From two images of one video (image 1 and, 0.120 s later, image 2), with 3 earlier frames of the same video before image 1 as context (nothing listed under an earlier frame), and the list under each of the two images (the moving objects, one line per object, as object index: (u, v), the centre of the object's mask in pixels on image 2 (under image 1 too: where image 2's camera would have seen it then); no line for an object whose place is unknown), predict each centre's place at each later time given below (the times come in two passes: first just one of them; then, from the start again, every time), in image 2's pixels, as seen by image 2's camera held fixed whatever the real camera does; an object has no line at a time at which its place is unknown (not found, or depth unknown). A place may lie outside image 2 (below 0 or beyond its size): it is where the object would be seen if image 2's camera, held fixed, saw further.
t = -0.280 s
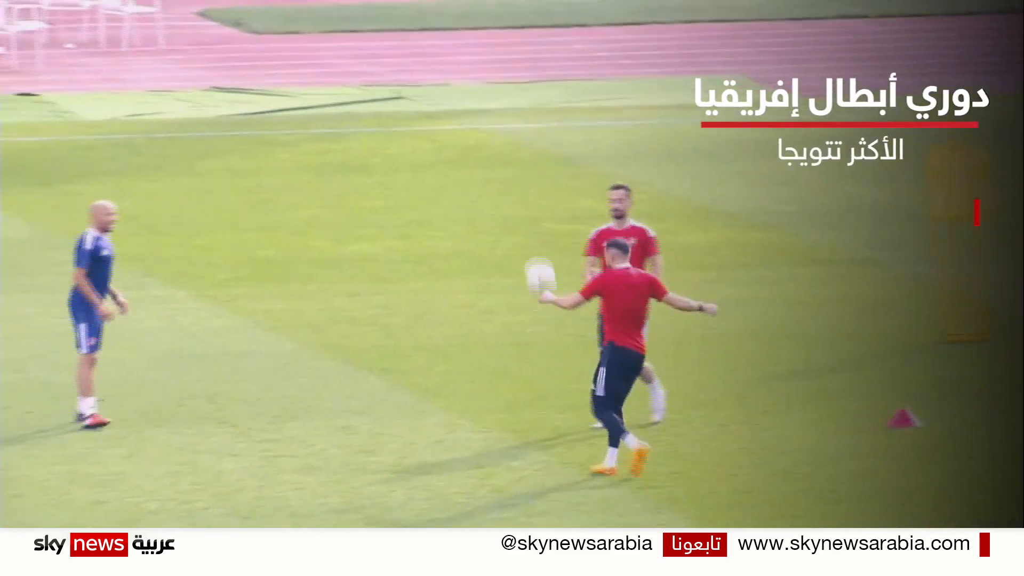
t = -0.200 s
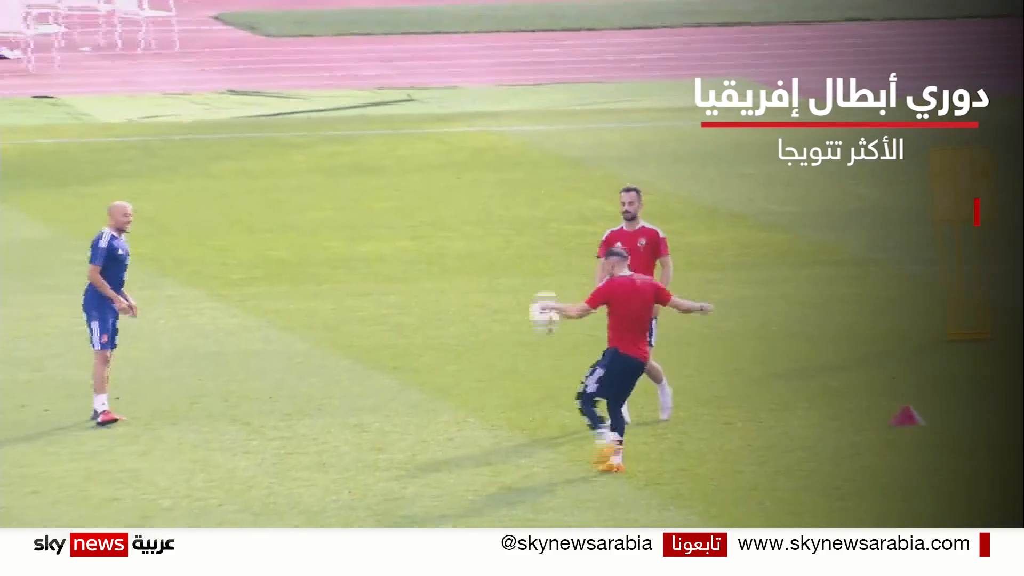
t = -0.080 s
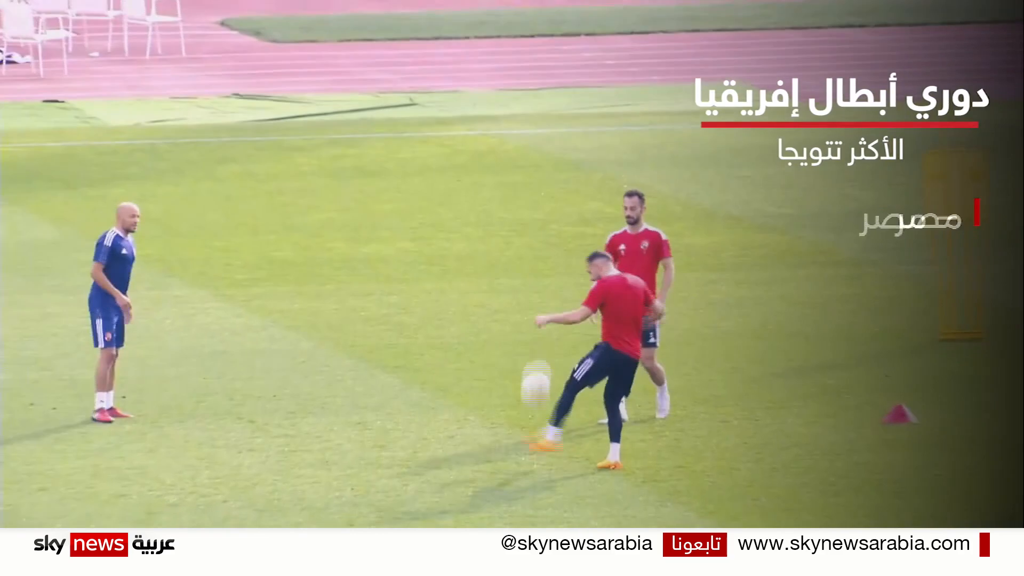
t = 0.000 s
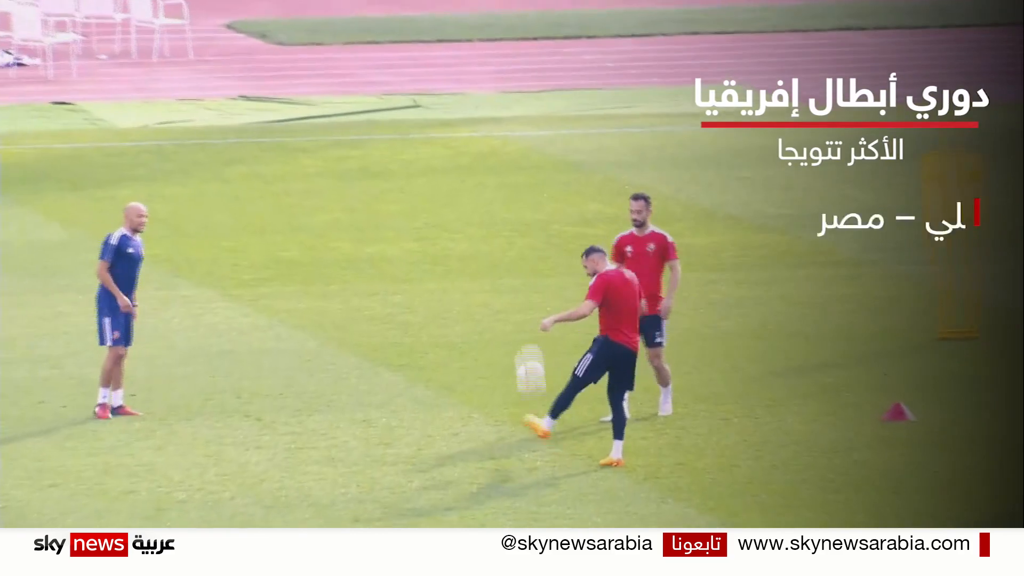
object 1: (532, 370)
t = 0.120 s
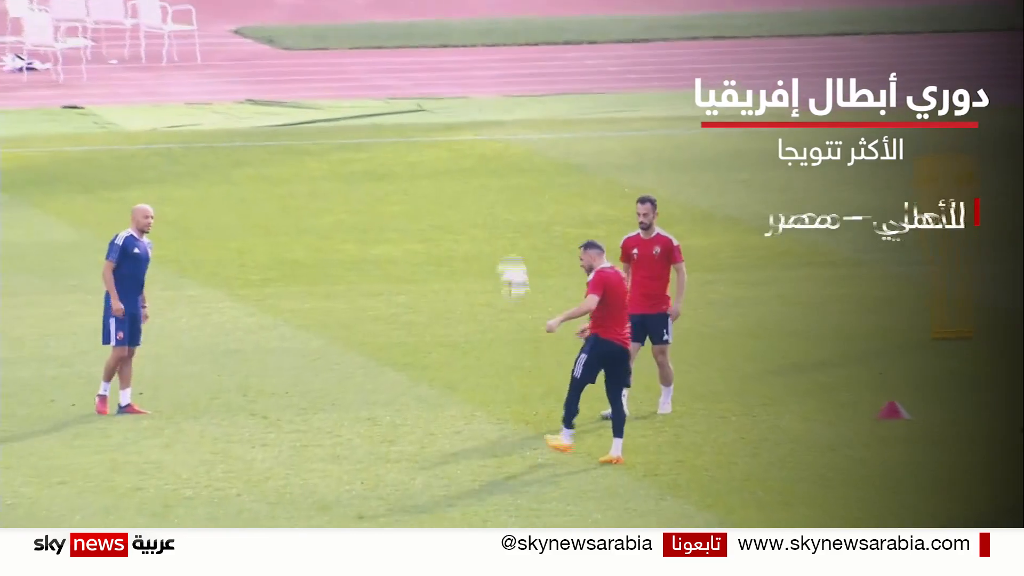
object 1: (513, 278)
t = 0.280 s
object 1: (491, 183)
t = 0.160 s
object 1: (508, 252)
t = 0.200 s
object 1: (503, 227)
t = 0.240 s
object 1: (496, 204)
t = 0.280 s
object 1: (491, 183)
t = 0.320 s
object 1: (484, 165)
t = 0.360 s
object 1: (479, 148)
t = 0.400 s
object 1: (474, 133)
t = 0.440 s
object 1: (469, 122)
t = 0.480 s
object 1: (462, 110)
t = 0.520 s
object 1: (456, 103)
